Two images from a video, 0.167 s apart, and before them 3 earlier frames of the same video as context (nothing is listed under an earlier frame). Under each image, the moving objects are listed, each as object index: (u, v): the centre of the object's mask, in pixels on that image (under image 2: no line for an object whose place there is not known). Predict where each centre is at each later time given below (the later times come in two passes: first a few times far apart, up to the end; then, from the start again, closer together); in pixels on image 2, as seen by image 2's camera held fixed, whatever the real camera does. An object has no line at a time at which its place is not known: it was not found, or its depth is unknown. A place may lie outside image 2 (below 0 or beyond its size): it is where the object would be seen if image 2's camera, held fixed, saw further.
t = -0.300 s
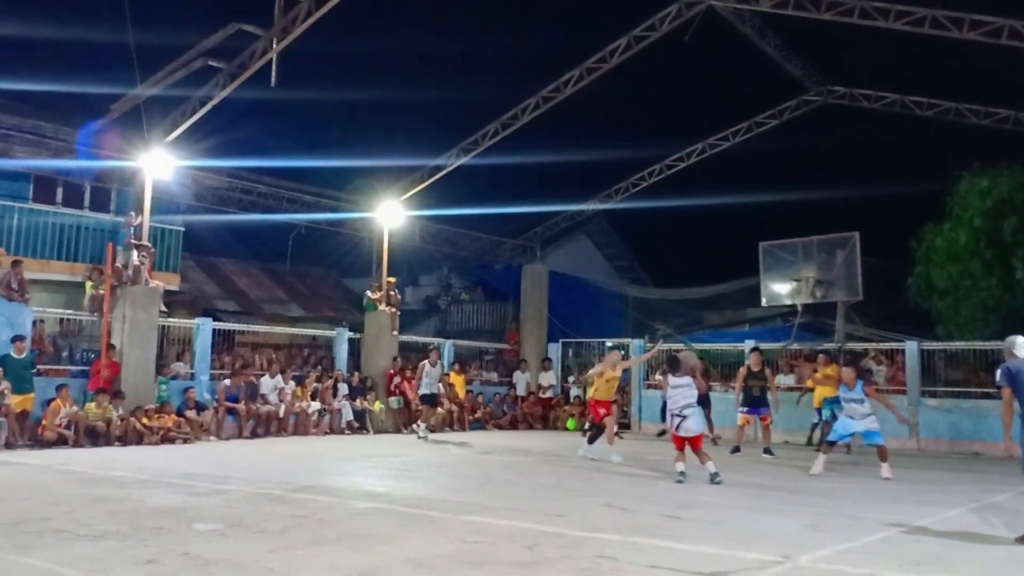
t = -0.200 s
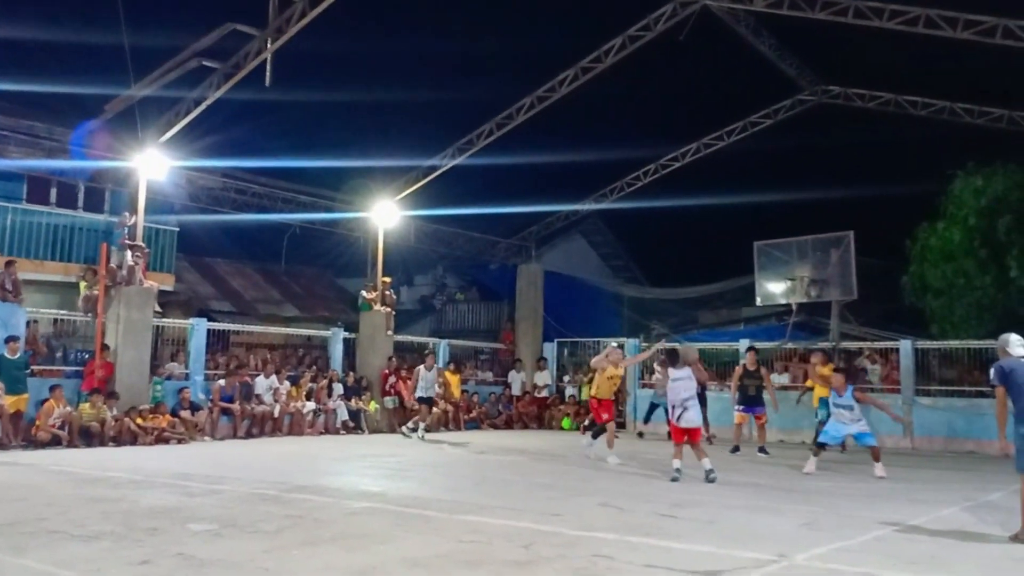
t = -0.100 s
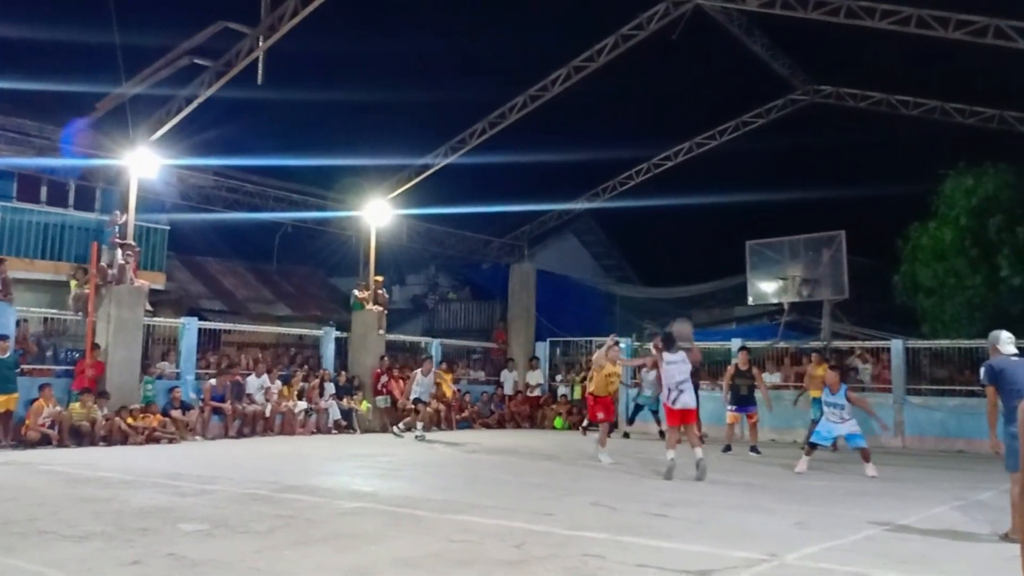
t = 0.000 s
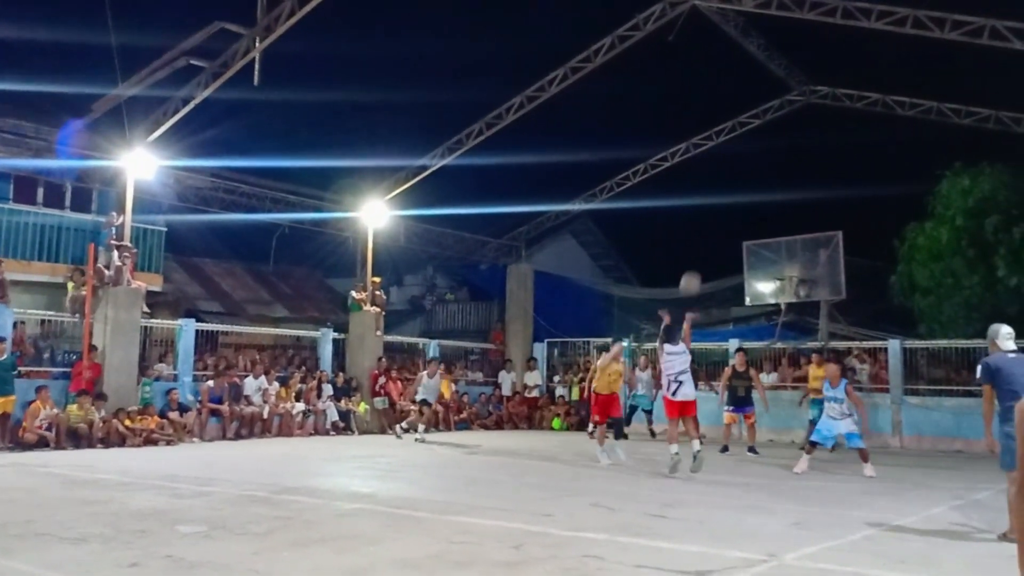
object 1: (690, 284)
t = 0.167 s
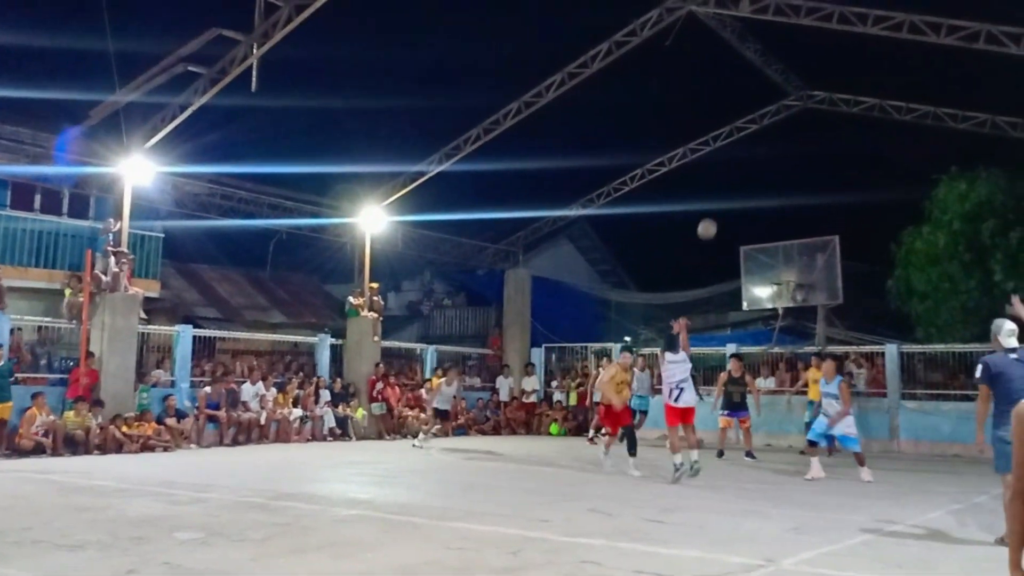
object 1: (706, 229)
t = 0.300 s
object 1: (721, 200)
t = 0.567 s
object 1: (744, 183)
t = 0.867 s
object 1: (767, 213)
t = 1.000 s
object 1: (775, 238)
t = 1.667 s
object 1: (780, 320)
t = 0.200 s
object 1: (710, 221)
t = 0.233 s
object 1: (714, 213)
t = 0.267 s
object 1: (717, 206)
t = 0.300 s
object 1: (721, 200)
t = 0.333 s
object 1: (724, 196)
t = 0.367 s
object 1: (727, 191)
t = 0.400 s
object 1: (730, 188)
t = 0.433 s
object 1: (733, 186)
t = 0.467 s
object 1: (736, 184)
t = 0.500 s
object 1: (739, 183)
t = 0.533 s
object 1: (741, 182)
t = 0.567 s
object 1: (744, 183)
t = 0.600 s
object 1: (747, 184)
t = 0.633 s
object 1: (750, 185)
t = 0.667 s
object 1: (752, 187)
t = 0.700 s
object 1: (755, 190)
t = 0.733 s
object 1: (757, 194)
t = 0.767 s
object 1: (760, 198)
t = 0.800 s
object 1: (762, 202)
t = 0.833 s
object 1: (764, 207)
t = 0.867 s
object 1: (767, 213)
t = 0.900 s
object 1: (769, 218)
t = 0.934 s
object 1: (771, 225)
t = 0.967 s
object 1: (773, 232)
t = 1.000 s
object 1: (775, 238)
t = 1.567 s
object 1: (782, 307)
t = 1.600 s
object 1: (779, 313)
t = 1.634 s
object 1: (783, 318)
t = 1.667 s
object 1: (780, 320)
